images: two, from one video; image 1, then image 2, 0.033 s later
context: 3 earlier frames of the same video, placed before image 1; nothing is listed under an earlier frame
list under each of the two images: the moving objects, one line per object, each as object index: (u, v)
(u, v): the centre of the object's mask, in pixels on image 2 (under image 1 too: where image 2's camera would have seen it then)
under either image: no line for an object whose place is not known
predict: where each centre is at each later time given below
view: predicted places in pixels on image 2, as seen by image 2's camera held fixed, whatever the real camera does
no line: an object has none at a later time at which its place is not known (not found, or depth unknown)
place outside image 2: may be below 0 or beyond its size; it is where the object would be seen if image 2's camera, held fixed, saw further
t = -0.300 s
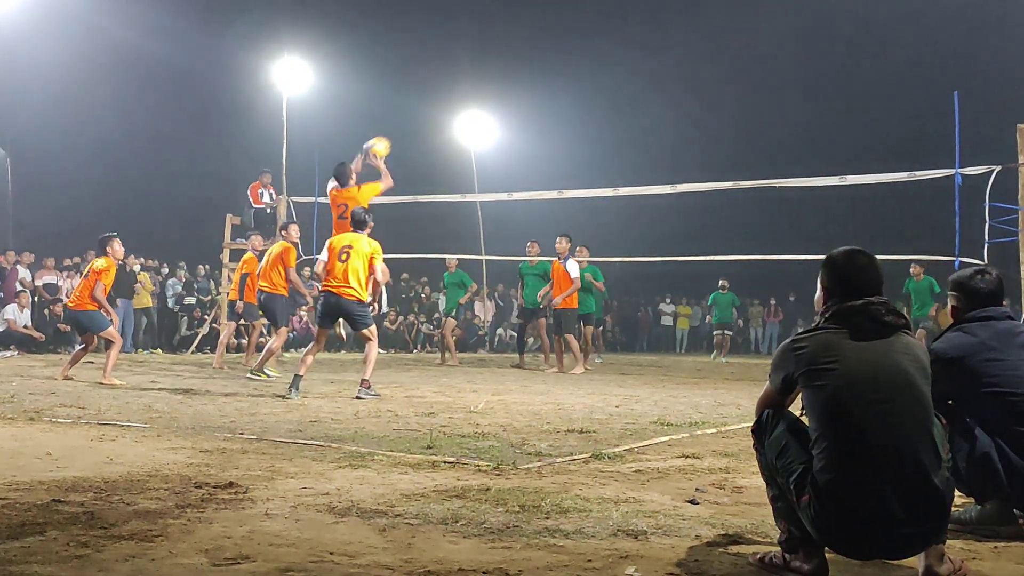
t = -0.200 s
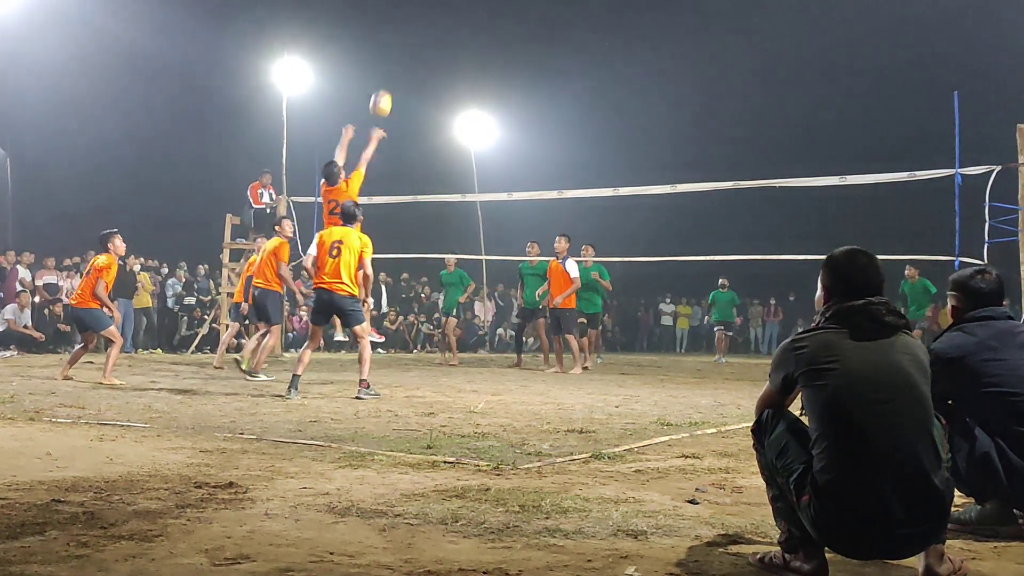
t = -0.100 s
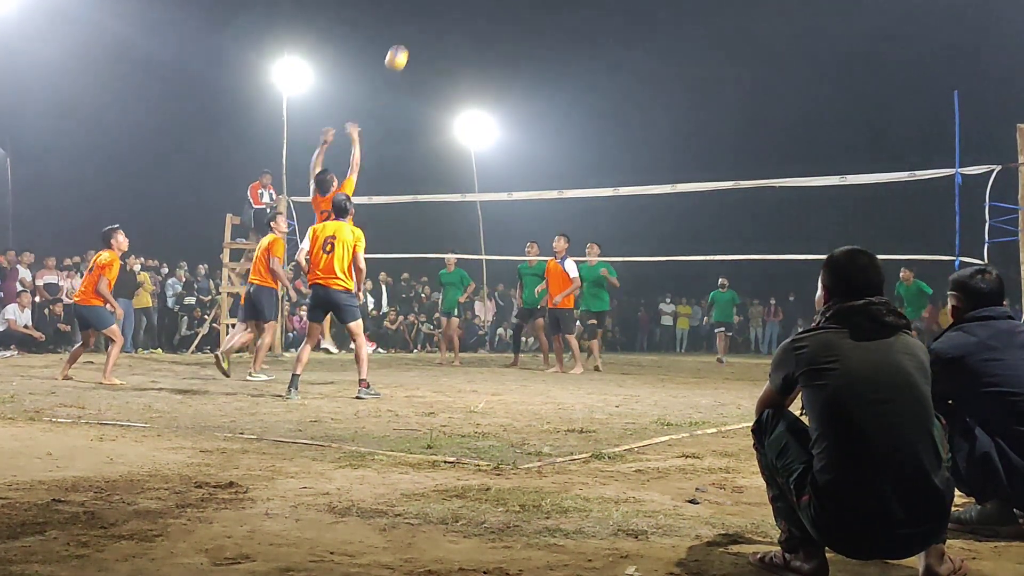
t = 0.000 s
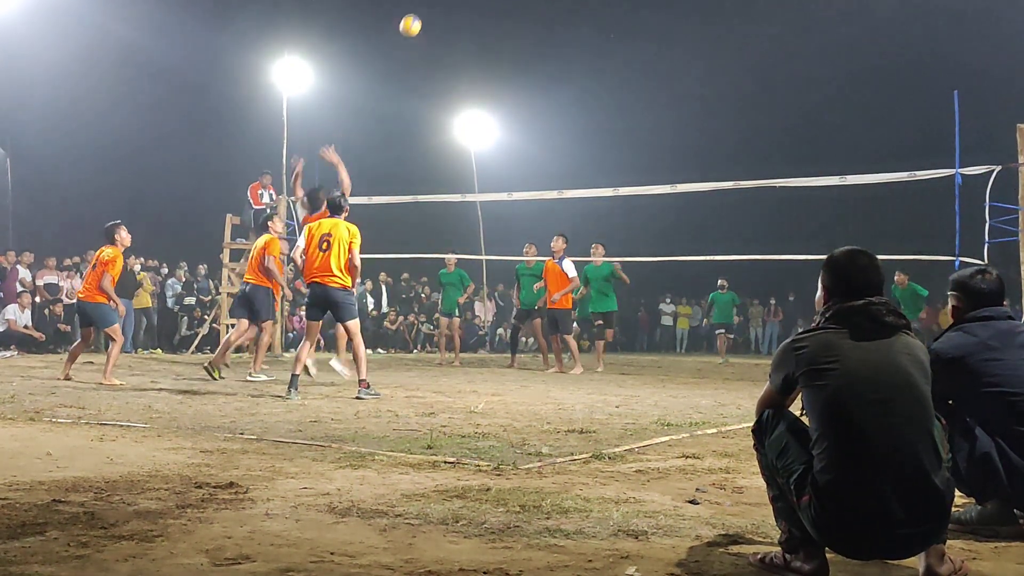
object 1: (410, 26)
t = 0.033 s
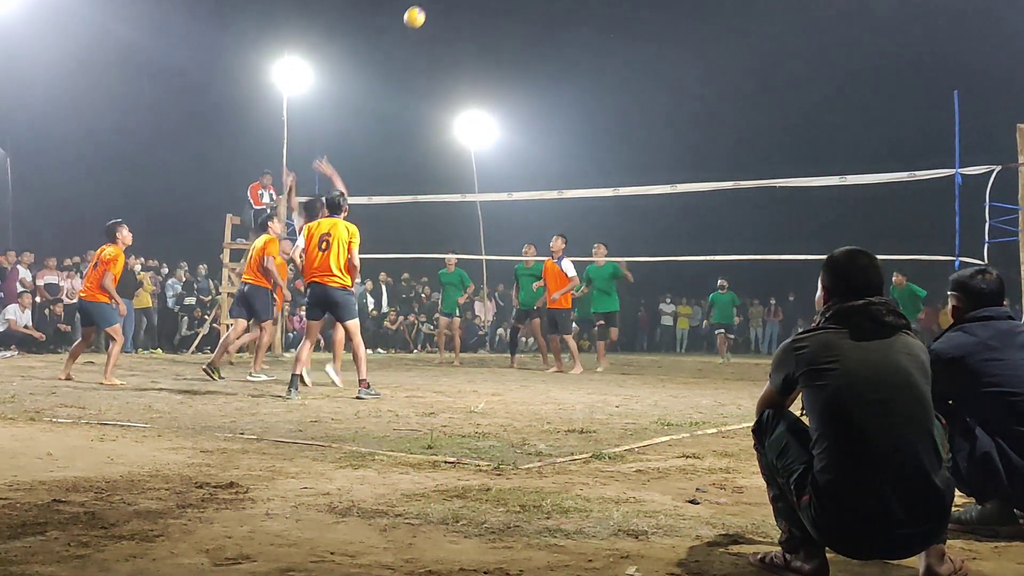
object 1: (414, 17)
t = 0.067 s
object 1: (419, 10)
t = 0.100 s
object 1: (423, 6)
